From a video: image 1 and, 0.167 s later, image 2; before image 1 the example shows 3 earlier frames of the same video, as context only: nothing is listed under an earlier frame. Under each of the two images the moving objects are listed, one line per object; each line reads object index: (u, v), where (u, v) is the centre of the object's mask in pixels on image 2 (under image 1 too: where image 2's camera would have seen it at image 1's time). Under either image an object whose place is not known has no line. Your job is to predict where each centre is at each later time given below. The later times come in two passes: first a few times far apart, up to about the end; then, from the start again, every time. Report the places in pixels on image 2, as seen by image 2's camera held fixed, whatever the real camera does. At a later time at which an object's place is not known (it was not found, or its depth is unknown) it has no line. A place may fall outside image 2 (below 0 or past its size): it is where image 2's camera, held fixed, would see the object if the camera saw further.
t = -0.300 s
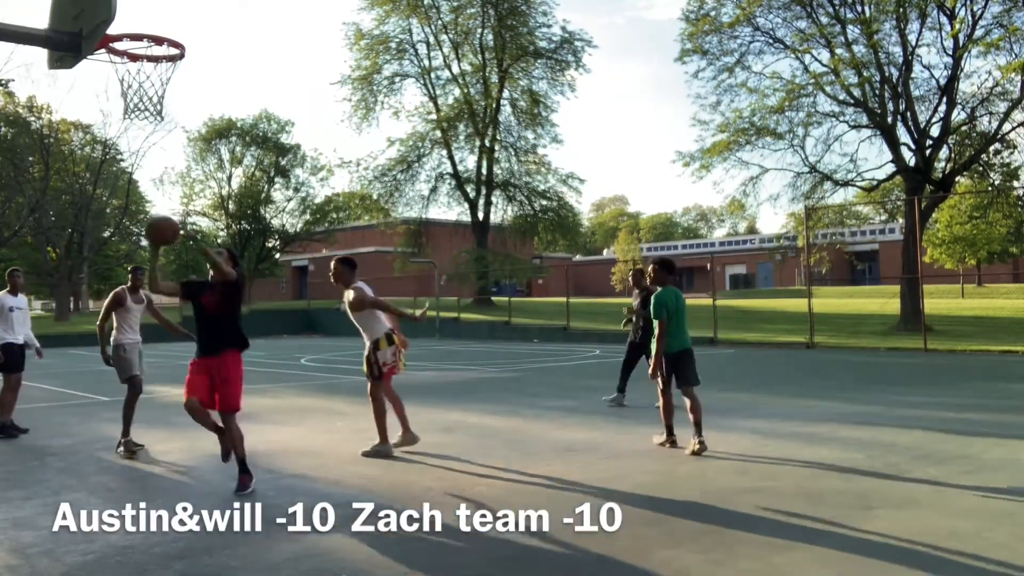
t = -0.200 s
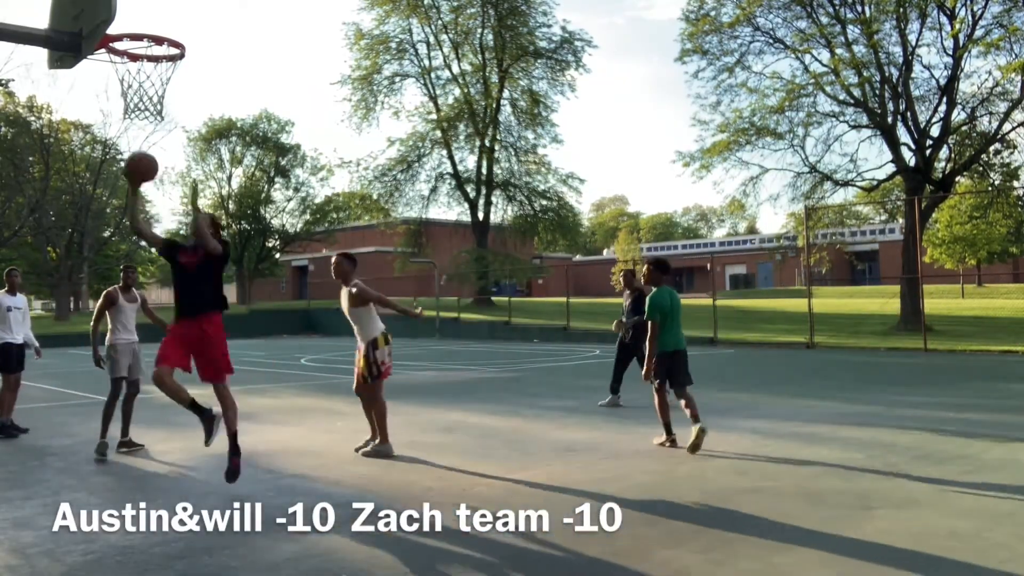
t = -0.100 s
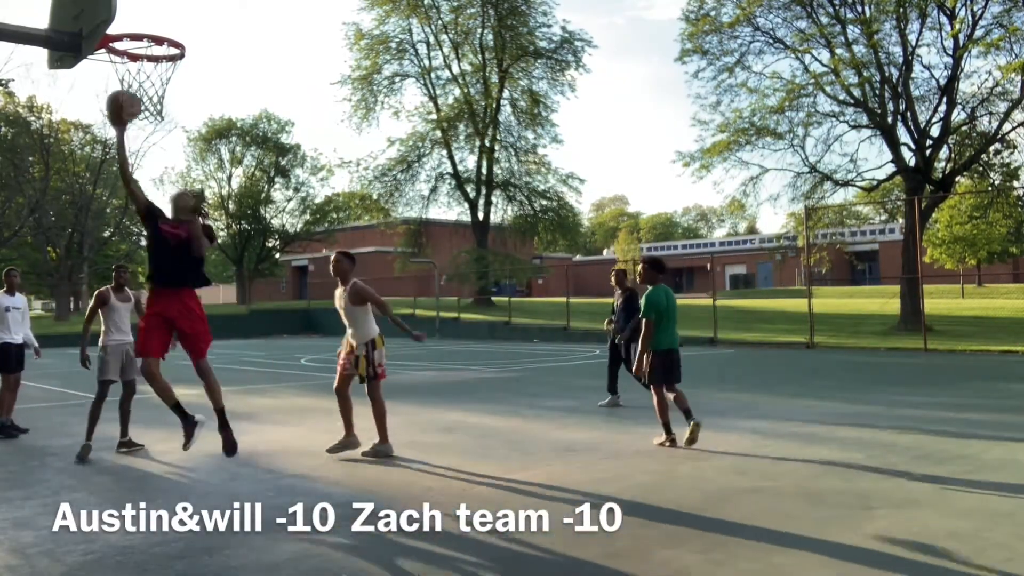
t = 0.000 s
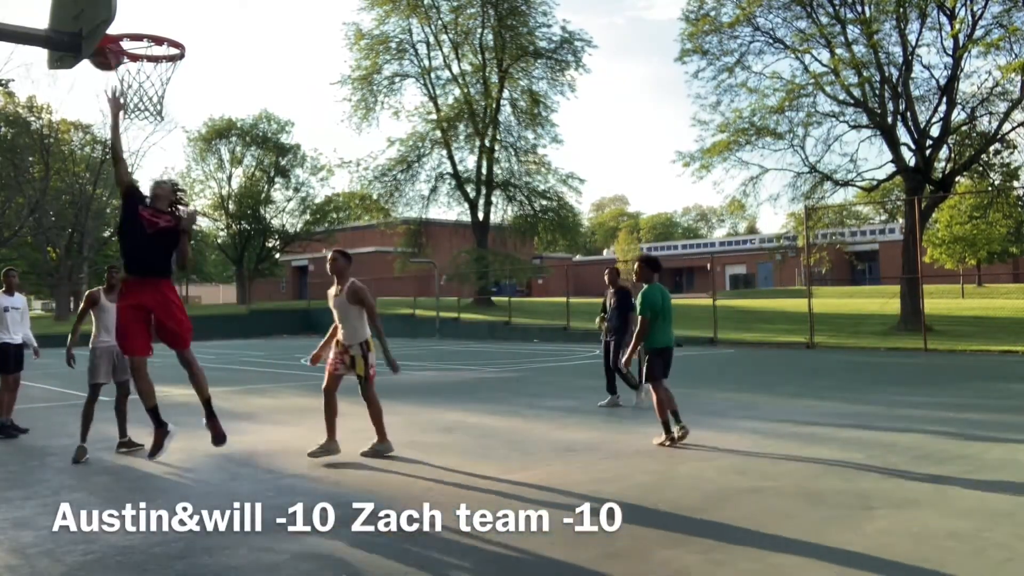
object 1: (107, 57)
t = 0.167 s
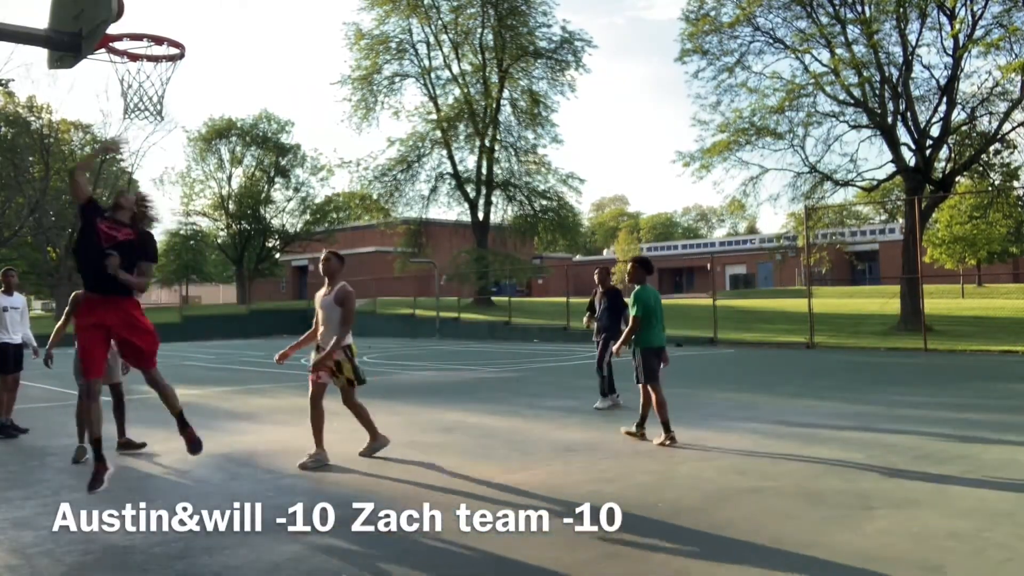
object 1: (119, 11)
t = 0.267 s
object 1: (135, 12)
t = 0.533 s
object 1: (144, 18)
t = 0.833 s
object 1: (134, 13)
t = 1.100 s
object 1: (153, 80)
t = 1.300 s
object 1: (155, 173)
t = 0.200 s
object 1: (124, 11)
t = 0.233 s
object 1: (129, 11)
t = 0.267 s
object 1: (135, 12)
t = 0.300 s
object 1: (143, 14)
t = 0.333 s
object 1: (152, 17)
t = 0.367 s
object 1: (162, 23)
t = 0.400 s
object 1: (172, 29)
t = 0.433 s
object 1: (167, 26)
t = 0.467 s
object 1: (159, 22)
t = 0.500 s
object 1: (151, 20)
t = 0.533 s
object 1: (144, 18)
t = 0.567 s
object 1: (136, 18)
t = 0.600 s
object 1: (130, 19)
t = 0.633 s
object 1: (125, 24)
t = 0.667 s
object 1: (125, 20)
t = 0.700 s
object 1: (128, 16)
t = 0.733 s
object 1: (130, 14)
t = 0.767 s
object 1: (131, 12)
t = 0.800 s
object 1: (133, 12)
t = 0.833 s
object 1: (134, 13)
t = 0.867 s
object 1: (136, 14)
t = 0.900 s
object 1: (138, 17)
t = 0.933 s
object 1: (140, 23)
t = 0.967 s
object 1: (143, 31)
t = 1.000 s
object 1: (145, 42)
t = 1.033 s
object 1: (147, 53)
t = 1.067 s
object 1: (150, 65)
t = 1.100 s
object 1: (153, 80)
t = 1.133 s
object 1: (154, 95)
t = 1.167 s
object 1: (155, 107)
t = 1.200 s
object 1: (155, 121)
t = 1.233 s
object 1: (154, 137)
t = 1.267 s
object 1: (155, 154)
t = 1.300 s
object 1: (155, 173)
